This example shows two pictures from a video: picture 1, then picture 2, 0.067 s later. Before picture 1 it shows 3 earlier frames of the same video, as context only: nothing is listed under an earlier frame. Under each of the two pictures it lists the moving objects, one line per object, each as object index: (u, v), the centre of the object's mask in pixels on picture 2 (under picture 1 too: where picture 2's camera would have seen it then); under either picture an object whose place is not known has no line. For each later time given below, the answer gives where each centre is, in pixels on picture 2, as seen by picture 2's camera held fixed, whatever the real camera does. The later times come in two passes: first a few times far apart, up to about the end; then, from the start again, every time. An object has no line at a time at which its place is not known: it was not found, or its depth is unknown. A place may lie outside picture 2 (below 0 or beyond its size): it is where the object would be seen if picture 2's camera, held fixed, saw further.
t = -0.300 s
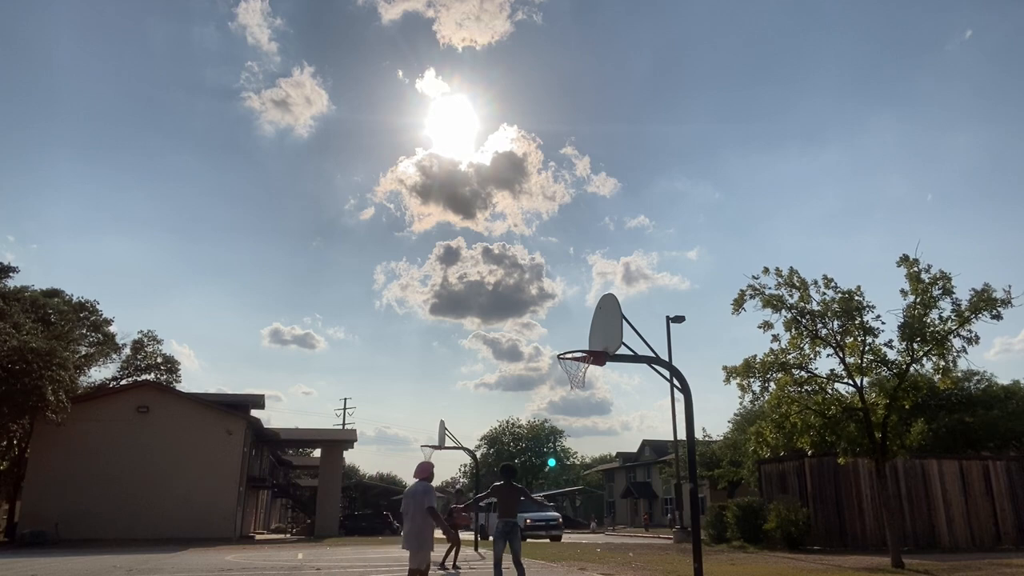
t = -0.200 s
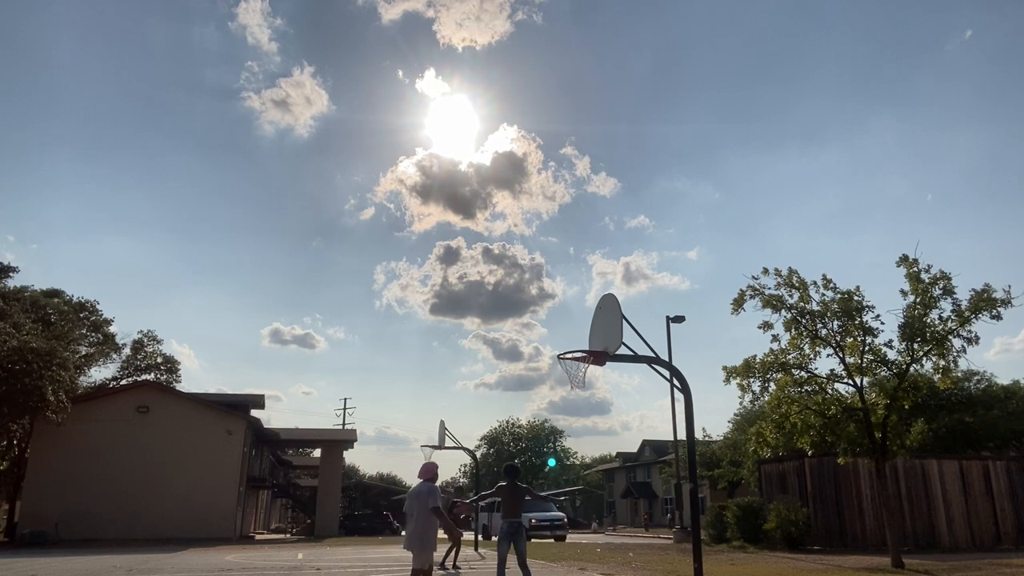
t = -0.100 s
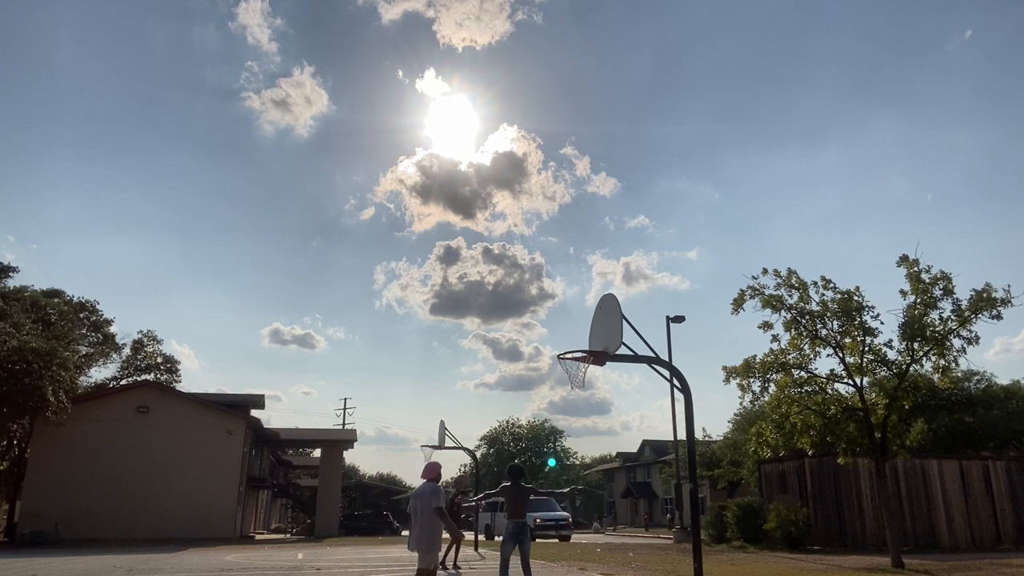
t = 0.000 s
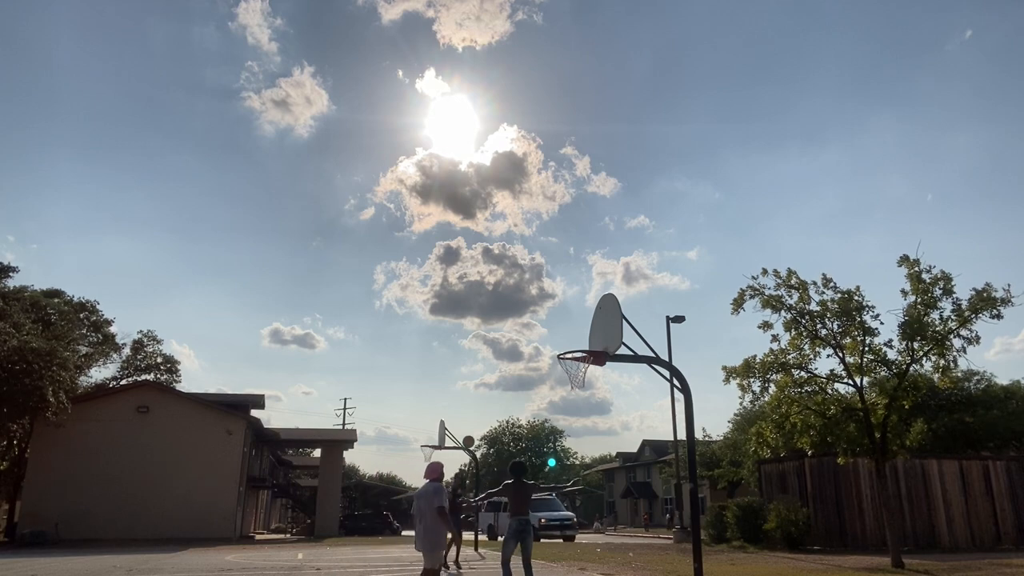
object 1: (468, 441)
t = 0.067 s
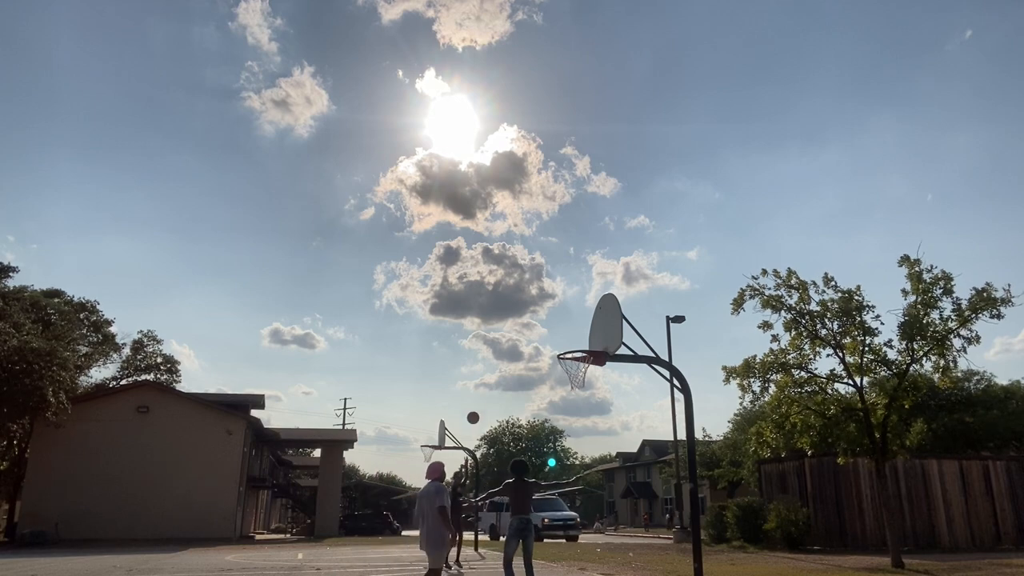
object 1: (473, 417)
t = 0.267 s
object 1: (486, 357)
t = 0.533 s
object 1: (506, 304)
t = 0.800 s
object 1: (525, 285)
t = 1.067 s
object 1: (549, 307)
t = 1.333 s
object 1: (590, 365)
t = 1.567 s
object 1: (593, 387)
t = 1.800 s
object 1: (594, 451)
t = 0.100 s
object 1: (475, 406)
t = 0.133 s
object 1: (477, 395)
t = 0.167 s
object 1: (480, 385)
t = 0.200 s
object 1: (482, 375)
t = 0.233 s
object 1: (484, 366)
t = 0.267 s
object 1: (486, 357)
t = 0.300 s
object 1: (489, 349)
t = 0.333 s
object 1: (491, 341)
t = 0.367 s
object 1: (494, 334)
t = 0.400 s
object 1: (496, 327)
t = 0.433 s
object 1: (498, 320)
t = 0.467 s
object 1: (501, 314)
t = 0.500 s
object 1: (503, 309)
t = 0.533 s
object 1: (506, 304)
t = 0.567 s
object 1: (508, 299)
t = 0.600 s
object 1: (510, 296)
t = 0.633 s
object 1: (513, 292)
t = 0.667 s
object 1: (515, 289)
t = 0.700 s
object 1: (518, 288)
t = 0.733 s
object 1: (520, 286)
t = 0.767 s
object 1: (523, 285)
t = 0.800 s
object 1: (525, 285)
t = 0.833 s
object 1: (528, 285)
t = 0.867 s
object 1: (531, 286)
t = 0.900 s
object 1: (534, 288)
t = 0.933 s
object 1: (536, 290)
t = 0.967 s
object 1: (540, 293)
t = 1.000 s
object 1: (543, 297)
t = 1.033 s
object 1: (546, 302)
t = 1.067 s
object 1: (549, 307)
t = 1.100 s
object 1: (552, 314)
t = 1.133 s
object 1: (555, 322)
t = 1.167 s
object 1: (559, 330)
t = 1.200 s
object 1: (563, 340)
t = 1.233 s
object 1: (566, 350)
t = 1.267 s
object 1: (574, 356)
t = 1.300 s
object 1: (584, 363)
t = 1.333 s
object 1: (590, 365)
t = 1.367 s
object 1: (594, 367)
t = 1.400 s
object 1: (594, 369)
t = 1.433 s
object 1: (594, 369)
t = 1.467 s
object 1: (594, 372)
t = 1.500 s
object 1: (594, 376)
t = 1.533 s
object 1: (594, 382)
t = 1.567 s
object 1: (593, 387)
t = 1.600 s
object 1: (593, 394)
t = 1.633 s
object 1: (594, 401)
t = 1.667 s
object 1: (593, 410)
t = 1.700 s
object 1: (593, 419)
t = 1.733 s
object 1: (593, 429)
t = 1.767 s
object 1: (593, 440)
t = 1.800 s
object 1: (594, 451)
